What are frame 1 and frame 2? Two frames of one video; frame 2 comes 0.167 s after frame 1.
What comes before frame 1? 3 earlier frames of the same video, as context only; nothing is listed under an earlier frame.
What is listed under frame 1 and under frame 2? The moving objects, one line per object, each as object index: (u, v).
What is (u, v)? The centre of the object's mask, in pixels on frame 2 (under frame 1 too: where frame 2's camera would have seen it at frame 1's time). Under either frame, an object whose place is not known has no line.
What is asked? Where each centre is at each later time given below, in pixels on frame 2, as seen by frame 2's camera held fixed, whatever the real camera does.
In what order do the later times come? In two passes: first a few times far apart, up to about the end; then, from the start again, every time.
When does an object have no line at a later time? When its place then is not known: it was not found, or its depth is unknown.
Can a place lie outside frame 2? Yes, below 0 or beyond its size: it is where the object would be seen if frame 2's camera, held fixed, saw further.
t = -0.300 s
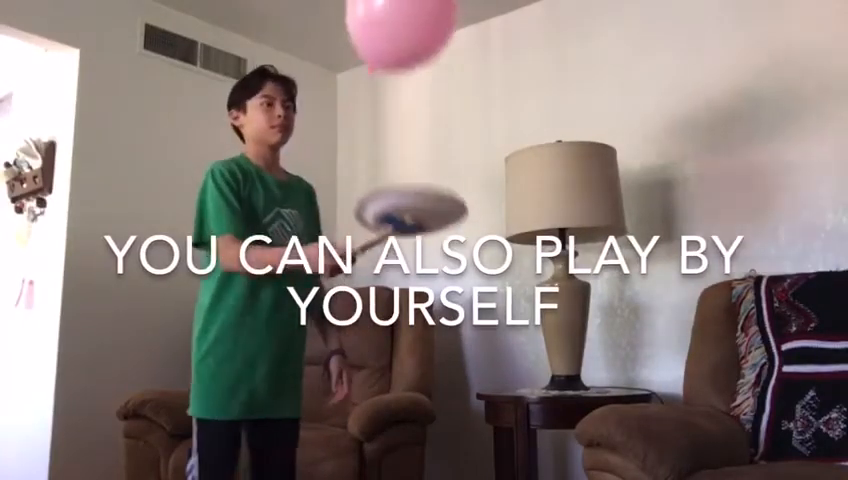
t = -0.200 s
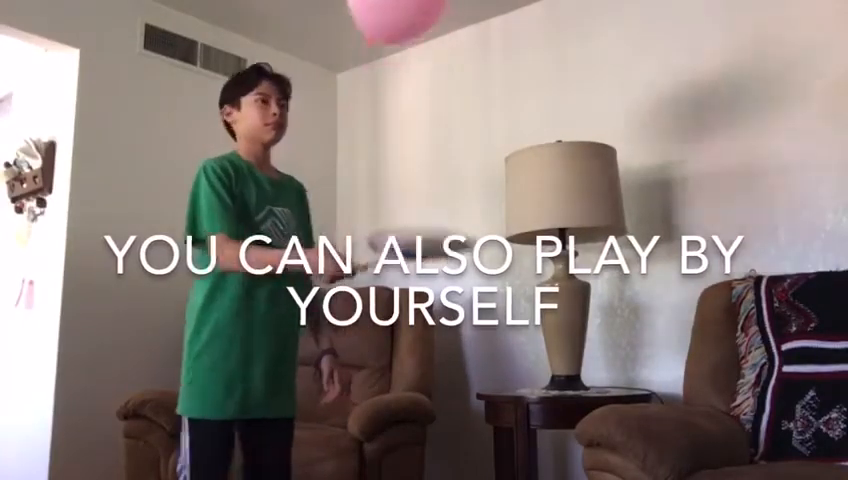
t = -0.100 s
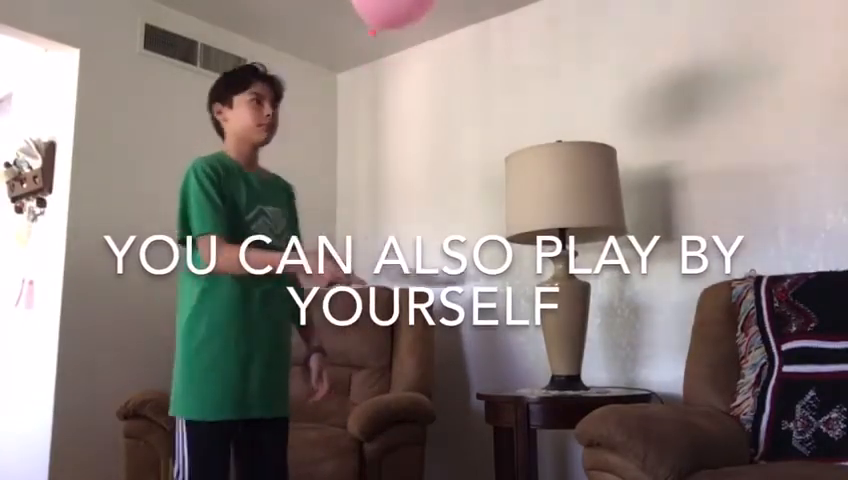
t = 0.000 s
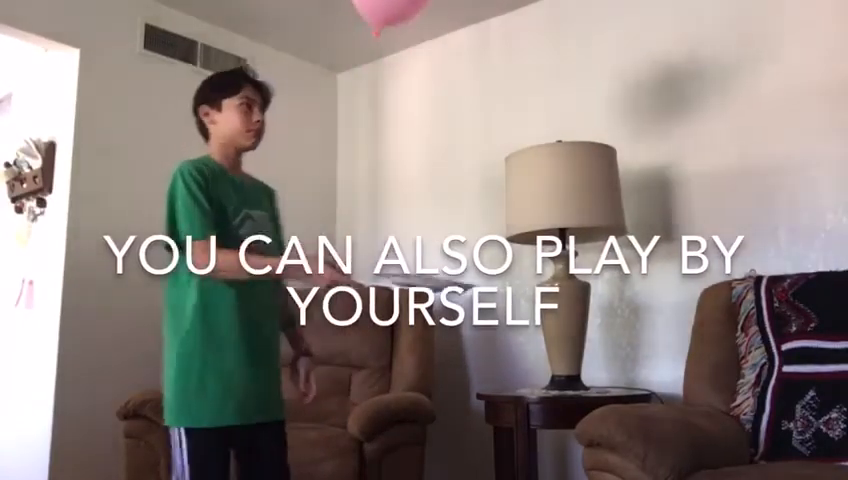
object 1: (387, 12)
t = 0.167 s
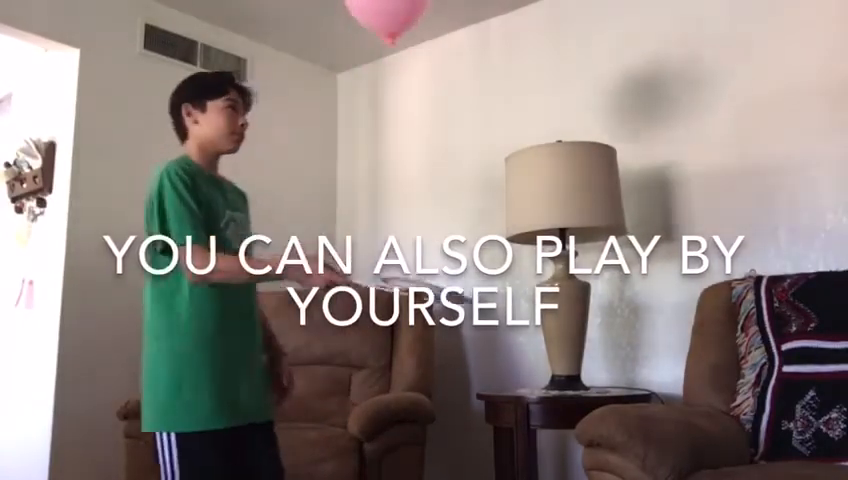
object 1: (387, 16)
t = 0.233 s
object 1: (385, 19)
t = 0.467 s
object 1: (380, 44)
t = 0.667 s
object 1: (377, 113)
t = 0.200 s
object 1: (386, 17)
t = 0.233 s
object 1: (385, 19)
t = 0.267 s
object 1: (384, 20)
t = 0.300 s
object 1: (383, 22)
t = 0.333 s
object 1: (382, 26)
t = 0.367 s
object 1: (383, 29)
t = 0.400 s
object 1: (382, 33)
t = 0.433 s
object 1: (381, 38)
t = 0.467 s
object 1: (380, 44)
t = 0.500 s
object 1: (380, 54)
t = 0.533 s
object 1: (379, 65)
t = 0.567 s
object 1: (379, 77)
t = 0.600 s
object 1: (378, 89)
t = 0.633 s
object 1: (378, 101)
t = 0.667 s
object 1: (377, 113)
